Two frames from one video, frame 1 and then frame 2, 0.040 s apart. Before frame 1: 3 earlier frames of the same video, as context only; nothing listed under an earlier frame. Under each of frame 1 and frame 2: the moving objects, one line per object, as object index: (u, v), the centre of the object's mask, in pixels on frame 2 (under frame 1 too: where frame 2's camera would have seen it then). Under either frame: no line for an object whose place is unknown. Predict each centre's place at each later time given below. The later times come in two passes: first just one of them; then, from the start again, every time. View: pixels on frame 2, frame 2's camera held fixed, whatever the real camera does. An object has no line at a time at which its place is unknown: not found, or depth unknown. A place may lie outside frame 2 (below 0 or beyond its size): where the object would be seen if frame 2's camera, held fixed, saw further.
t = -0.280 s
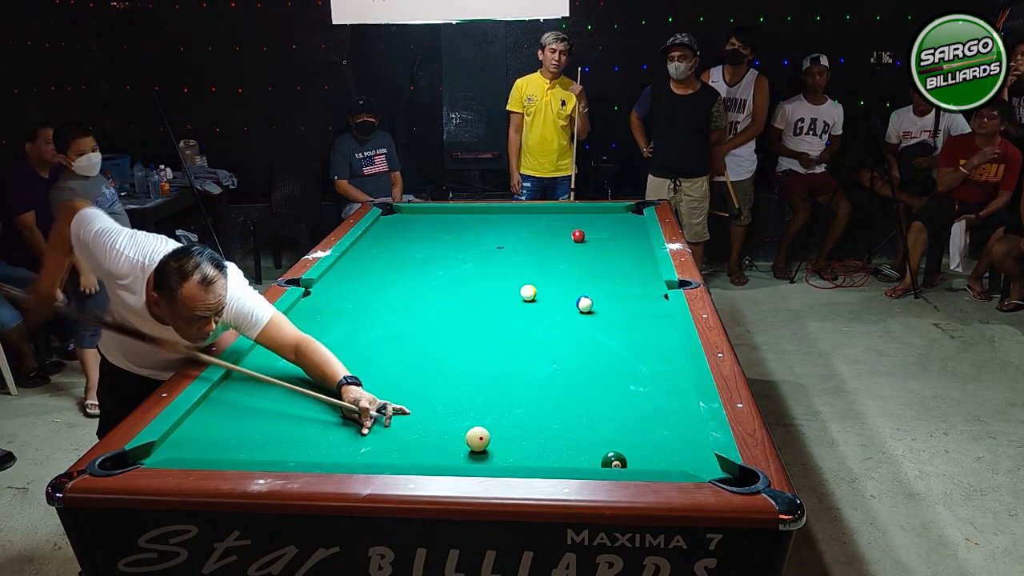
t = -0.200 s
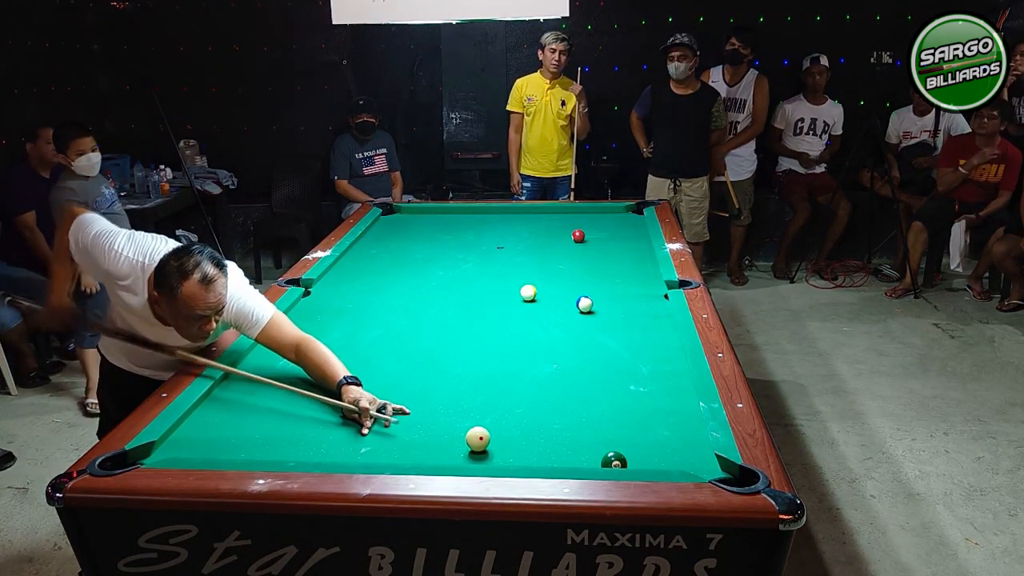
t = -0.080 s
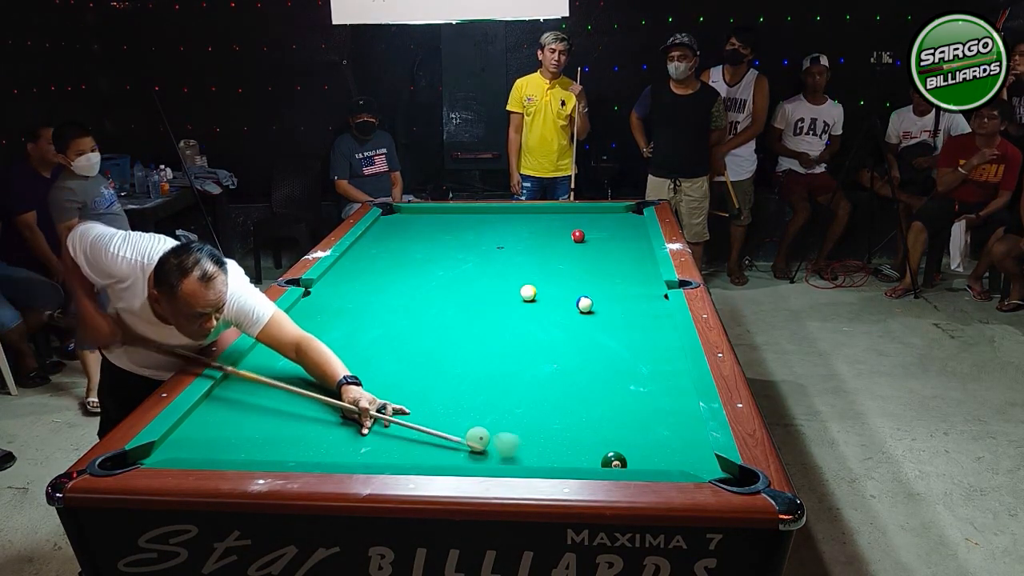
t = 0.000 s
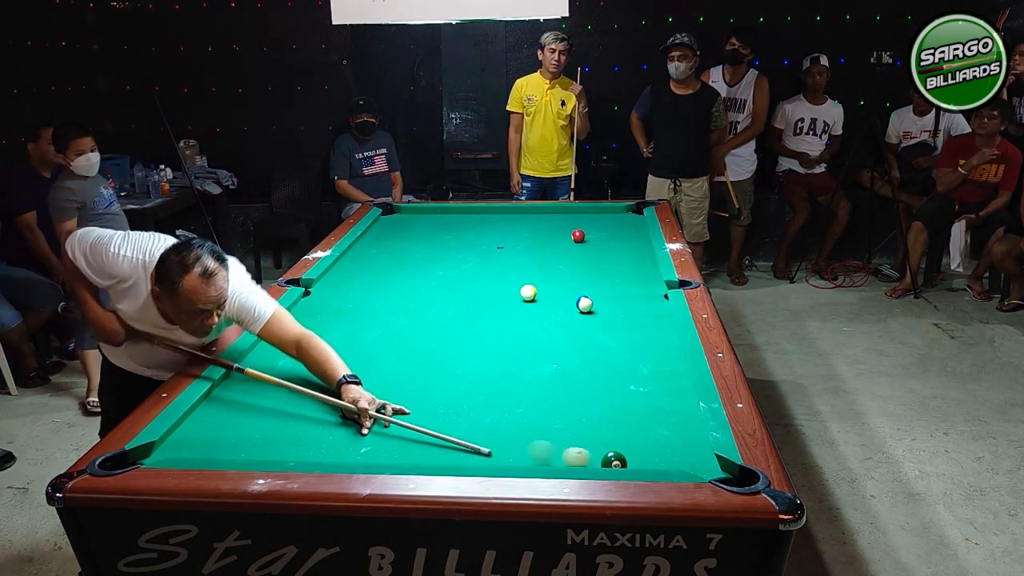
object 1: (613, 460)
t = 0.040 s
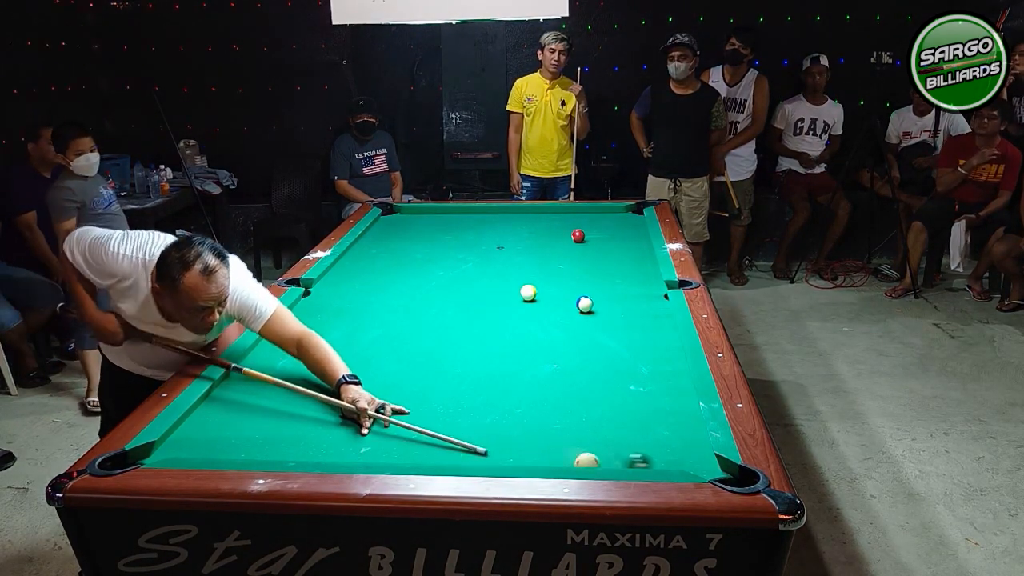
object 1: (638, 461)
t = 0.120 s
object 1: (707, 468)
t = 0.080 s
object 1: (673, 462)
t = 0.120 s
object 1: (707, 468)
